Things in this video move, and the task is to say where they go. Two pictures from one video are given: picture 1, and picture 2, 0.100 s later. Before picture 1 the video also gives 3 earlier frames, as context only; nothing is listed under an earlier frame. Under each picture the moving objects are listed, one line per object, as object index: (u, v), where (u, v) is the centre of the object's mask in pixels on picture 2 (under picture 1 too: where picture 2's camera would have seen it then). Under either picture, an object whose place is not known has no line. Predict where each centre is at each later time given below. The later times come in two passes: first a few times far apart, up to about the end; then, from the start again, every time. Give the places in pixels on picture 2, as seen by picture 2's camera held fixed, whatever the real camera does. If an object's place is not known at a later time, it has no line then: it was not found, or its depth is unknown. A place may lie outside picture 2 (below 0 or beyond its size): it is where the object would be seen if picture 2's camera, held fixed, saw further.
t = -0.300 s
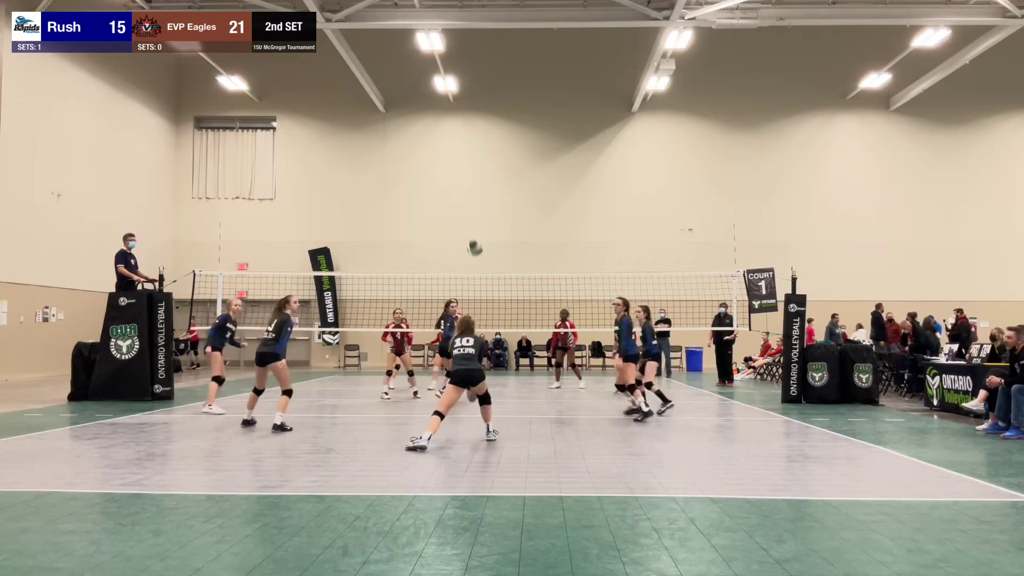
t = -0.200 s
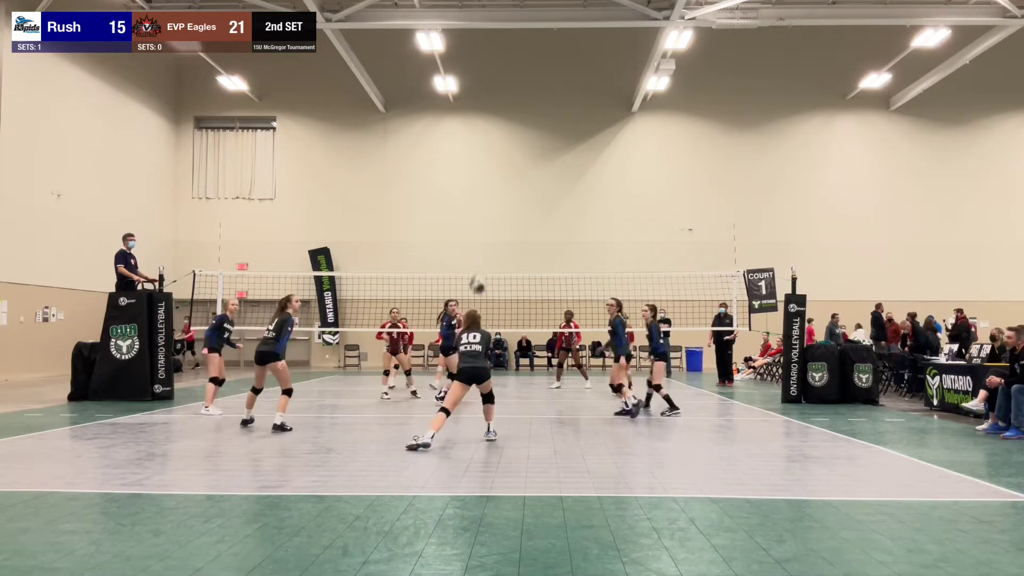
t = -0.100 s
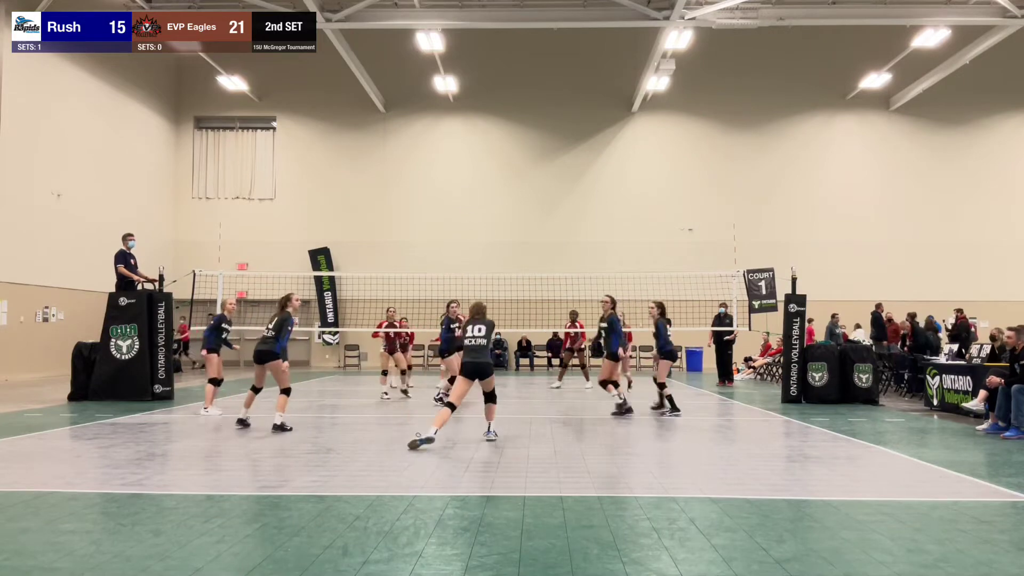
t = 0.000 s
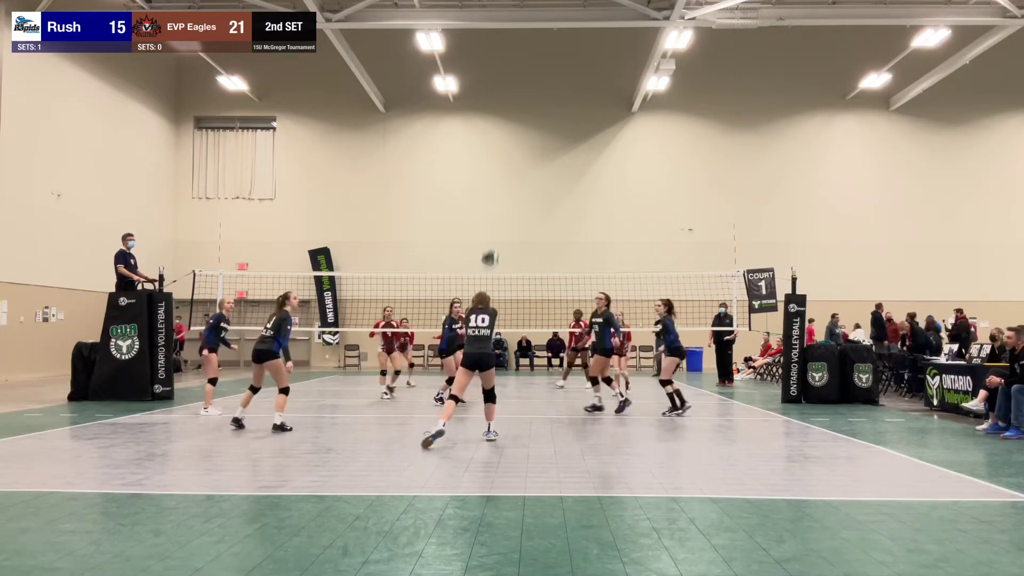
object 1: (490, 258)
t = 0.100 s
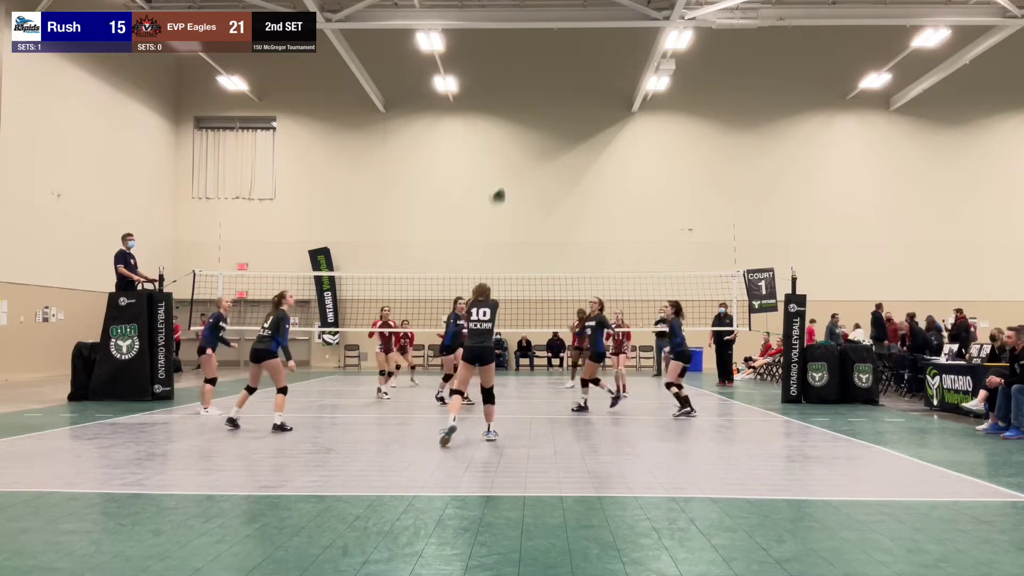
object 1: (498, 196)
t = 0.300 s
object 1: (510, 103)
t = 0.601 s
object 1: (527, 38)
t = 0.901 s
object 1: (542, 44)
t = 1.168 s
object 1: (555, 103)
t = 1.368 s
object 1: (564, 179)
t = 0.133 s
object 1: (501, 177)
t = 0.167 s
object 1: (502, 161)
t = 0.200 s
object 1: (504, 145)
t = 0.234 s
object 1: (507, 130)
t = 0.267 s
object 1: (508, 116)
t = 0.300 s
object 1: (510, 103)
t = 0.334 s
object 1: (512, 92)
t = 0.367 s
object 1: (514, 82)
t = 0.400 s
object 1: (517, 73)
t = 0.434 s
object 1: (519, 65)
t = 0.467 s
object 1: (520, 58)
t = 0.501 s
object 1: (522, 51)
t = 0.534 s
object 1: (524, 46)
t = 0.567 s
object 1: (526, 42)
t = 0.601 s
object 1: (527, 38)
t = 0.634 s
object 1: (529, 35)
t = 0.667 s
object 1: (531, 33)
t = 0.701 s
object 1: (533, 32)
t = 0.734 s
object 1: (535, 32)
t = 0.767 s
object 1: (536, 33)
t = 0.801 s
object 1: (538, 35)
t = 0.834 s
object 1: (539, 37)
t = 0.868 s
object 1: (541, 40)
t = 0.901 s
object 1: (542, 44)
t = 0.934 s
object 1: (544, 48)
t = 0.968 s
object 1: (546, 54)
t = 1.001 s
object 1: (548, 60)
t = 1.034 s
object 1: (550, 67)
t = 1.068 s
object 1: (551, 76)
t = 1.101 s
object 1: (553, 85)
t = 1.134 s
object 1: (554, 92)
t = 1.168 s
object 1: (555, 103)
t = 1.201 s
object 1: (557, 114)
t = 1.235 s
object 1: (558, 124)
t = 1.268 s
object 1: (559, 136)
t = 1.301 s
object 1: (561, 149)
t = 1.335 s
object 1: (562, 162)
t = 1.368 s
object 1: (564, 179)
